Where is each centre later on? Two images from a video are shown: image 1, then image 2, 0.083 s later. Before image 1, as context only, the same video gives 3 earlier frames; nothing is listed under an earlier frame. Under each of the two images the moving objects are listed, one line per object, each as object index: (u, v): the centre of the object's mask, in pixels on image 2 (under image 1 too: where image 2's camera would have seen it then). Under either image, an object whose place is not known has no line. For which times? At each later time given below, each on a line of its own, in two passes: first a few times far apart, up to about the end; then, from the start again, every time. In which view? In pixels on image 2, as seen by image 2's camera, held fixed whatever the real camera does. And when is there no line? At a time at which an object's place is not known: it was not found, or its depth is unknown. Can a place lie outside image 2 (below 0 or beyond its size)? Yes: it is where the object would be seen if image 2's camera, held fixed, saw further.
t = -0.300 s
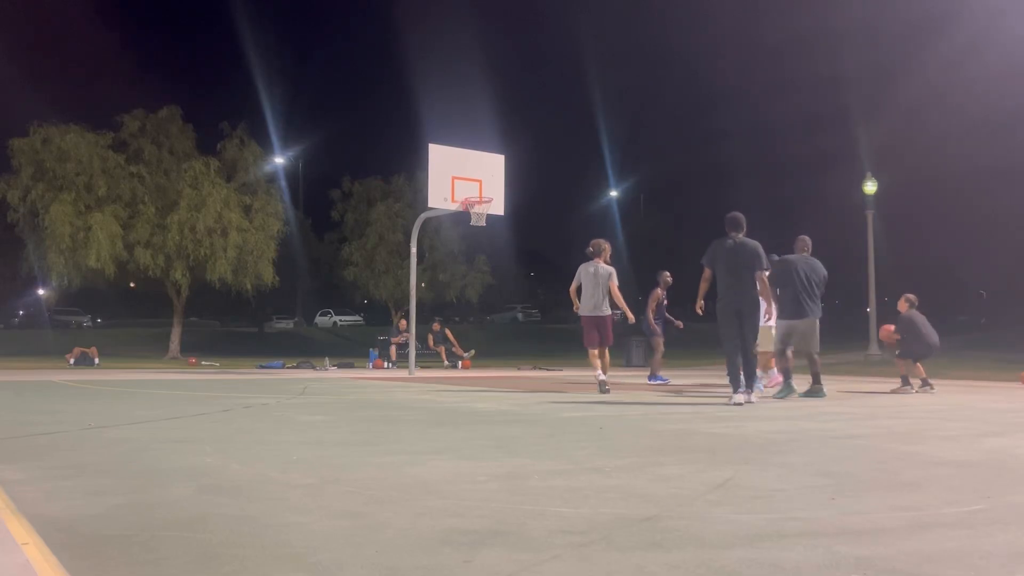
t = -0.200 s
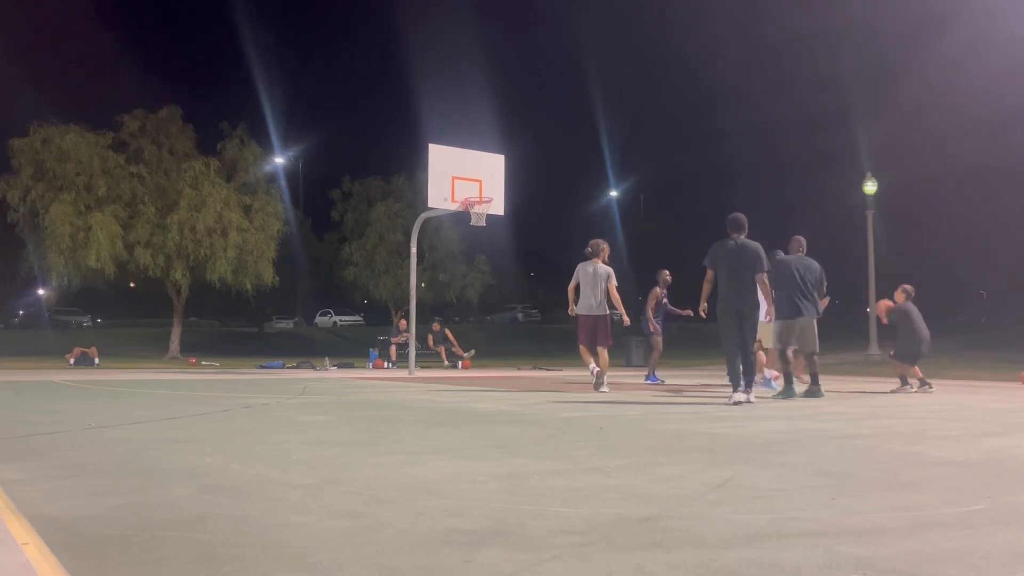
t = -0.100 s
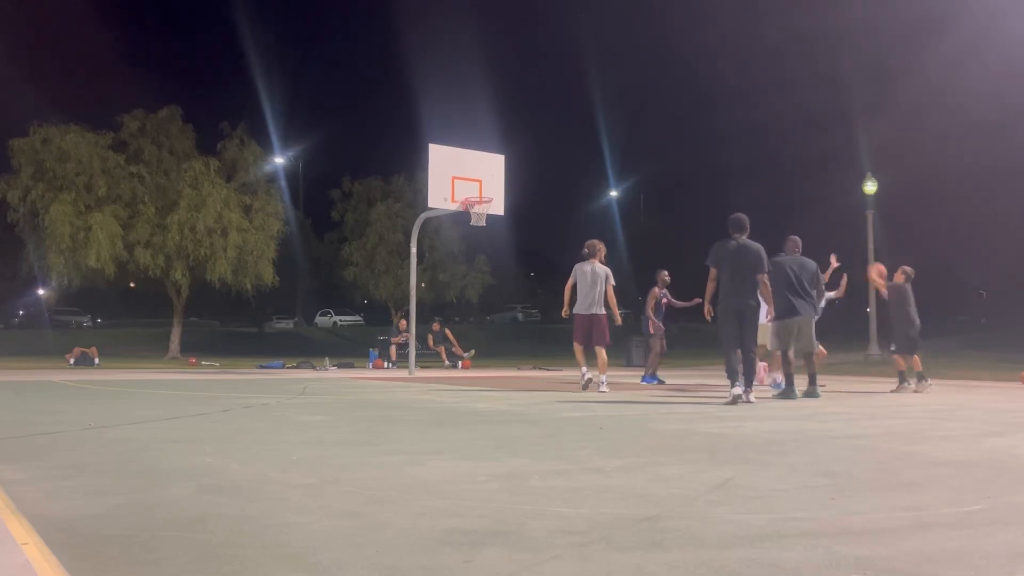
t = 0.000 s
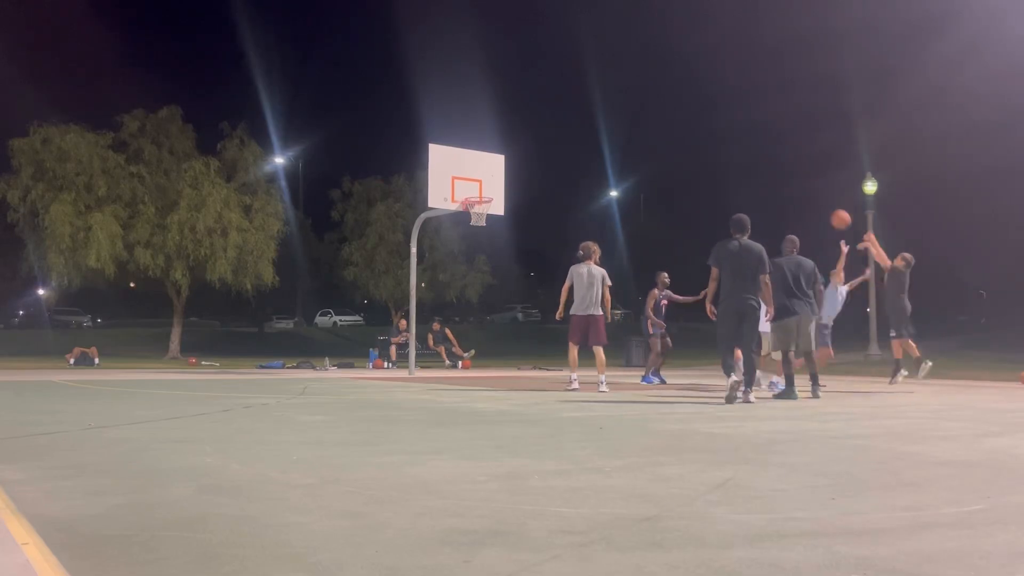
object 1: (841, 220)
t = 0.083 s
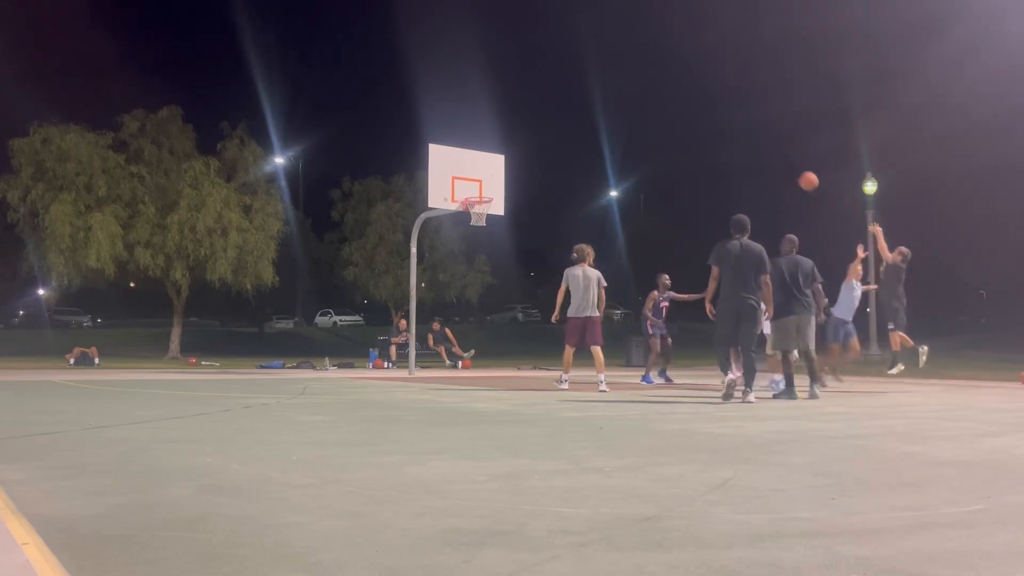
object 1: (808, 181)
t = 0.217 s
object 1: (760, 133)
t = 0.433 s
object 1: (689, 86)
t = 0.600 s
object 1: (639, 72)
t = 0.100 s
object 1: (802, 174)
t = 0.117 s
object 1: (796, 167)
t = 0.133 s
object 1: (790, 161)
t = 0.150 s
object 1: (784, 155)
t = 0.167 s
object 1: (778, 149)
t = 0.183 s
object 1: (772, 144)
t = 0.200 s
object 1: (766, 138)
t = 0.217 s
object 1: (760, 133)
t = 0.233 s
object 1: (754, 128)
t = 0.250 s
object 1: (749, 123)
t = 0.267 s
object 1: (743, 119)
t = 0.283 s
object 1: (737, 115)
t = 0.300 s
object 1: (732, 111)
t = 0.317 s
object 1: (726, 107)
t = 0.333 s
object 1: (720, 103)
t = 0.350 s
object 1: (715, 100)
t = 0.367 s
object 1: (710, 97)
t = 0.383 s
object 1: (704, 94)
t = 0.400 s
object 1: (699, 91)
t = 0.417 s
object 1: (694, 88)
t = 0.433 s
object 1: (689, 86)
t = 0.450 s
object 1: (684, 84)
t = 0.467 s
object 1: (679, 82)
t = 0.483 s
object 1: (673, 80)
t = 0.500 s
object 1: (668, 78)
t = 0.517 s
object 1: (664, 77)
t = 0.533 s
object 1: (658, 75)
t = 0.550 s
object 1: (654, 74)
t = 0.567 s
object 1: (649, 73)
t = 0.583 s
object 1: (644, 73)
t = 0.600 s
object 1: (639, 72)
